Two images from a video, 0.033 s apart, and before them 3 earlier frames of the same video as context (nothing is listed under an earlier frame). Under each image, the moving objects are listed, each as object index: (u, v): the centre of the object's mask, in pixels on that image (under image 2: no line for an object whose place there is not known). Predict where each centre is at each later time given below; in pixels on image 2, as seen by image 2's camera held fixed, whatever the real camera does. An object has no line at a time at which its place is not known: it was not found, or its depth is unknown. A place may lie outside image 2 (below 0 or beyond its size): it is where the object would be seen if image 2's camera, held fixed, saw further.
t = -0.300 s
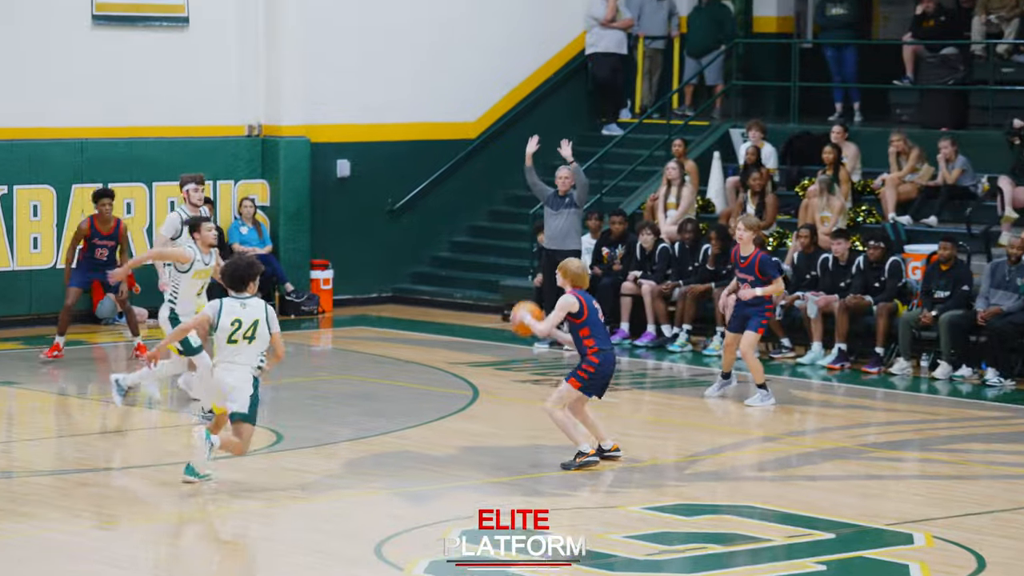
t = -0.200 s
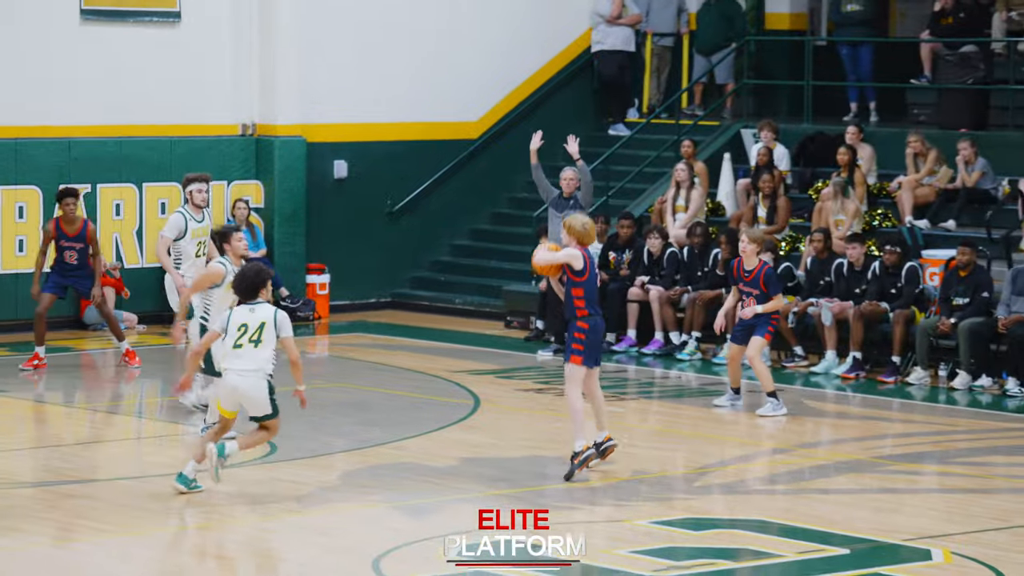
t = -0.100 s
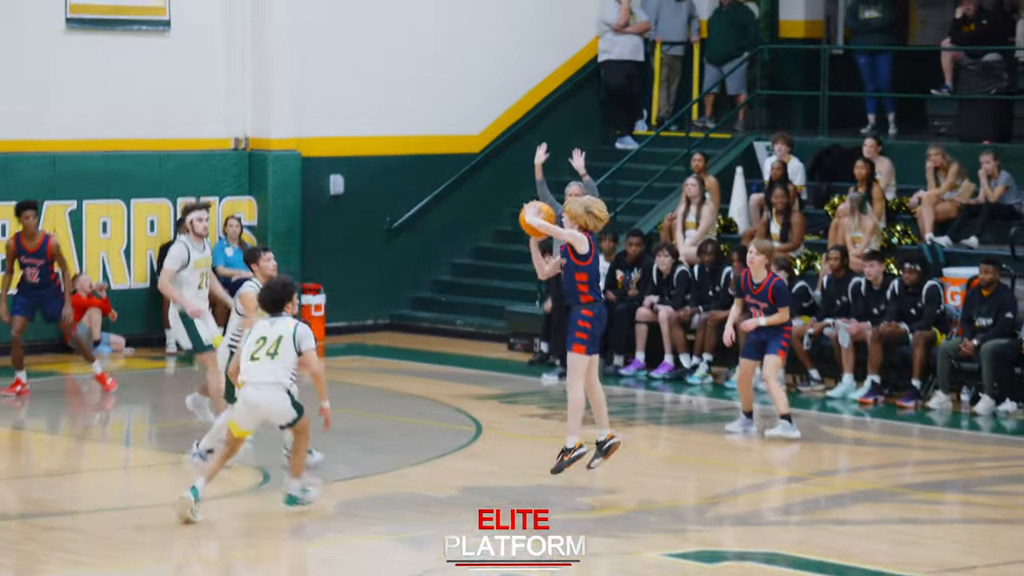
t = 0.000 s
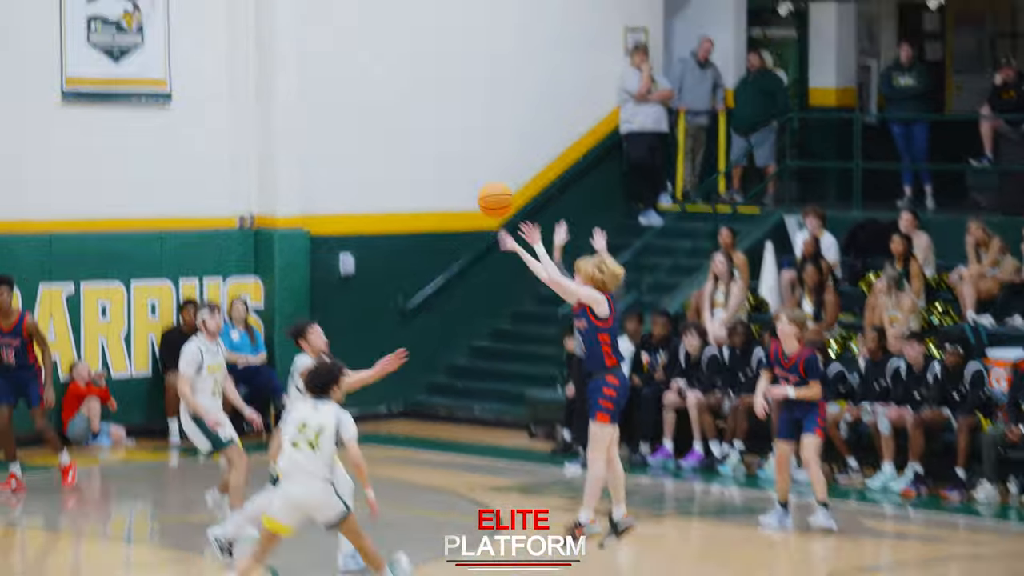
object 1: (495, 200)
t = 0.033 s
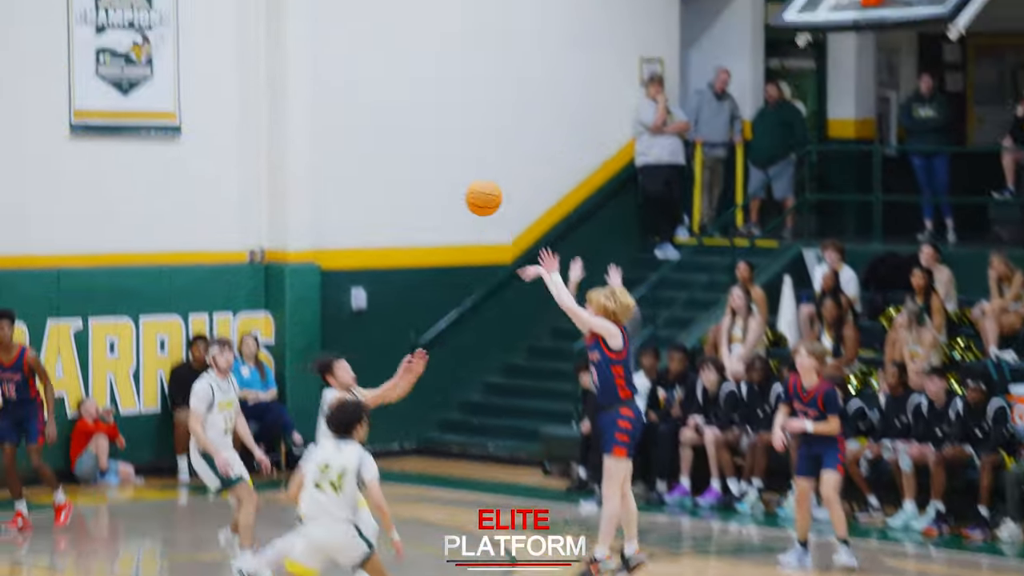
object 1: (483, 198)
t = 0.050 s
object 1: (470, 181)
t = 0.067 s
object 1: (457, 164)
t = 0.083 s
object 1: (444, 149)
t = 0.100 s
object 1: (431, 133)
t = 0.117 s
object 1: (419, 119)
